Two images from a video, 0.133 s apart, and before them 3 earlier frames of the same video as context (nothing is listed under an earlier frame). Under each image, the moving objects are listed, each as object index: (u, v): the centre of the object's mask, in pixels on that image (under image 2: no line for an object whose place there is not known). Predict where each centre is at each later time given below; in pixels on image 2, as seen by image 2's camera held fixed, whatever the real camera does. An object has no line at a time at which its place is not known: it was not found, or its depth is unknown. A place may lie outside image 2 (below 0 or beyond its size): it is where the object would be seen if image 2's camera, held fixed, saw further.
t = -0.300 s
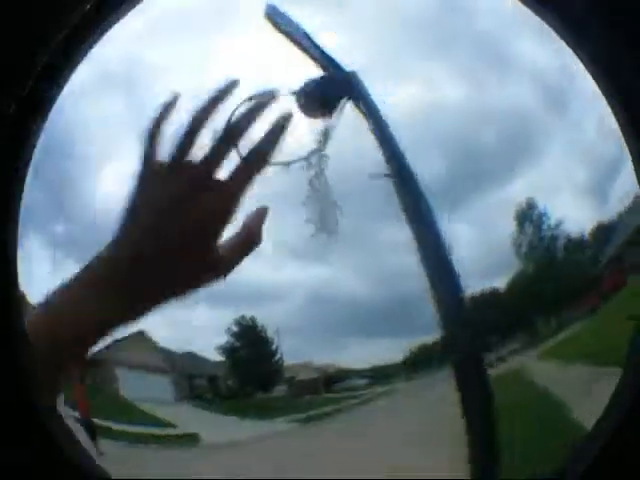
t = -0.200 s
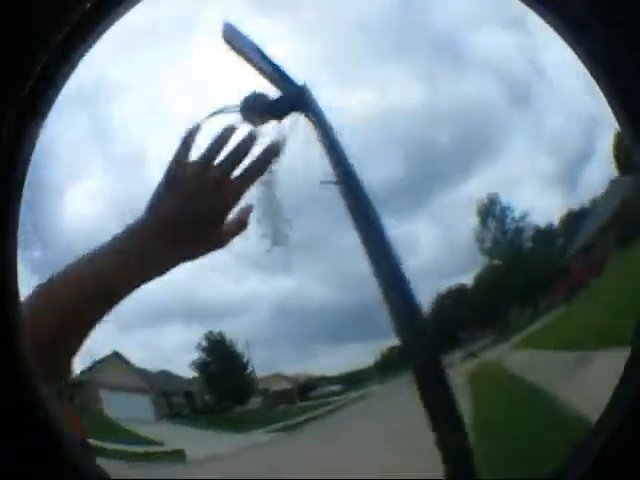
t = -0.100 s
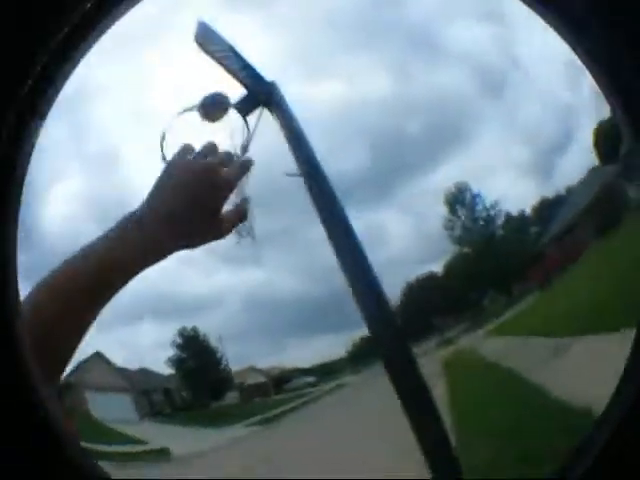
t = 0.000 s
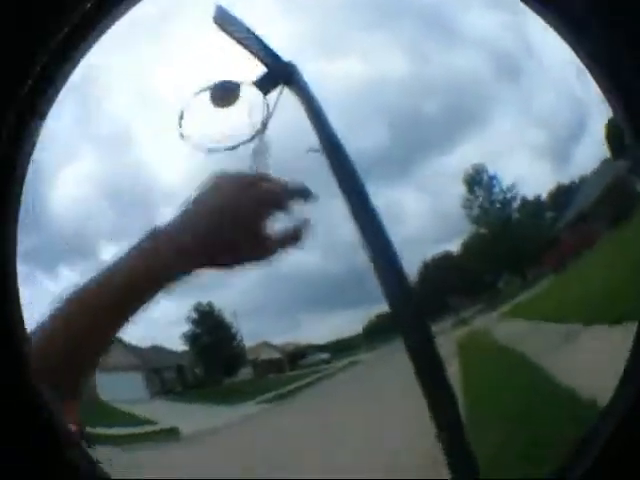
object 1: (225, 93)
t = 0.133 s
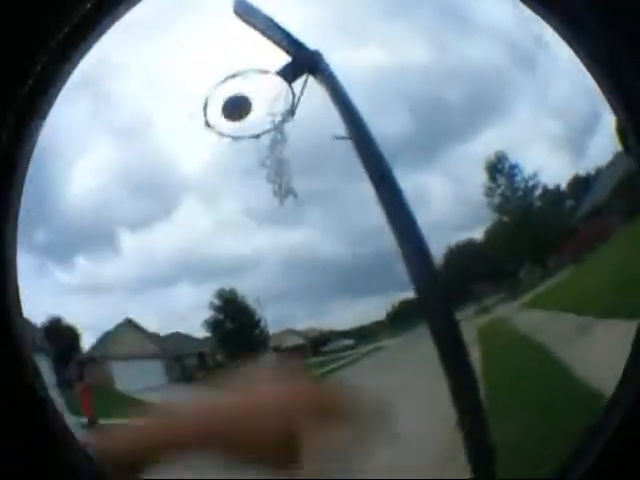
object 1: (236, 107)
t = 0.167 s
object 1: (234, 116)
